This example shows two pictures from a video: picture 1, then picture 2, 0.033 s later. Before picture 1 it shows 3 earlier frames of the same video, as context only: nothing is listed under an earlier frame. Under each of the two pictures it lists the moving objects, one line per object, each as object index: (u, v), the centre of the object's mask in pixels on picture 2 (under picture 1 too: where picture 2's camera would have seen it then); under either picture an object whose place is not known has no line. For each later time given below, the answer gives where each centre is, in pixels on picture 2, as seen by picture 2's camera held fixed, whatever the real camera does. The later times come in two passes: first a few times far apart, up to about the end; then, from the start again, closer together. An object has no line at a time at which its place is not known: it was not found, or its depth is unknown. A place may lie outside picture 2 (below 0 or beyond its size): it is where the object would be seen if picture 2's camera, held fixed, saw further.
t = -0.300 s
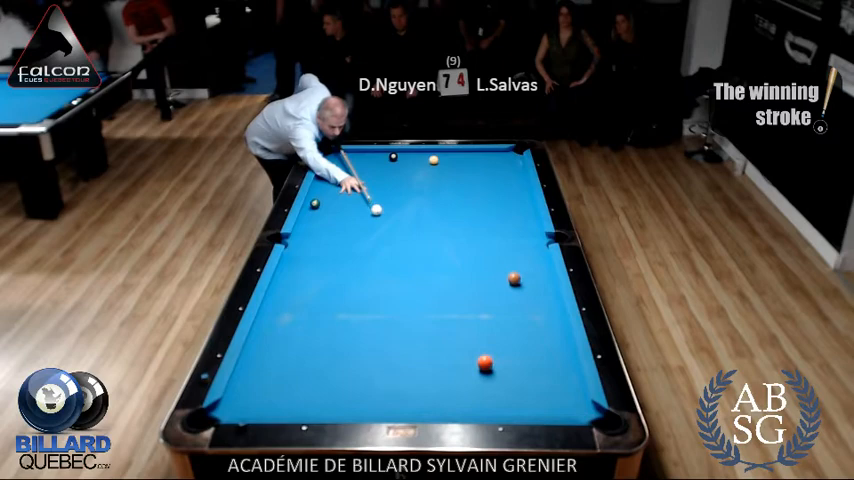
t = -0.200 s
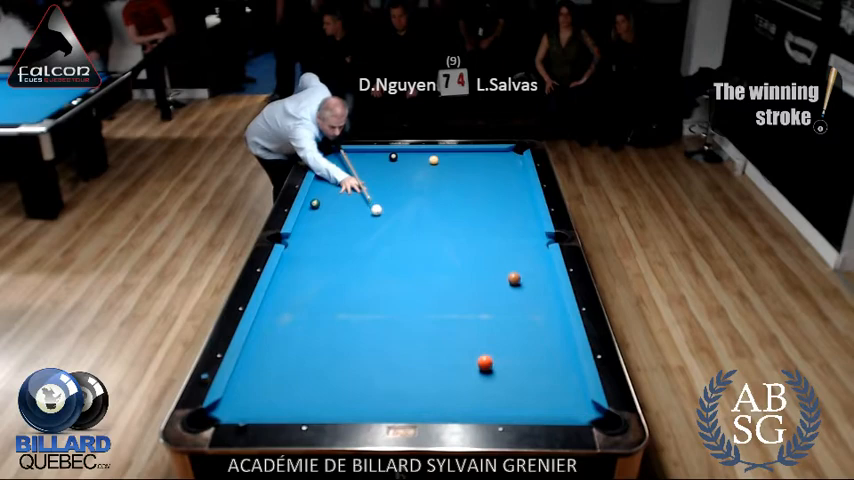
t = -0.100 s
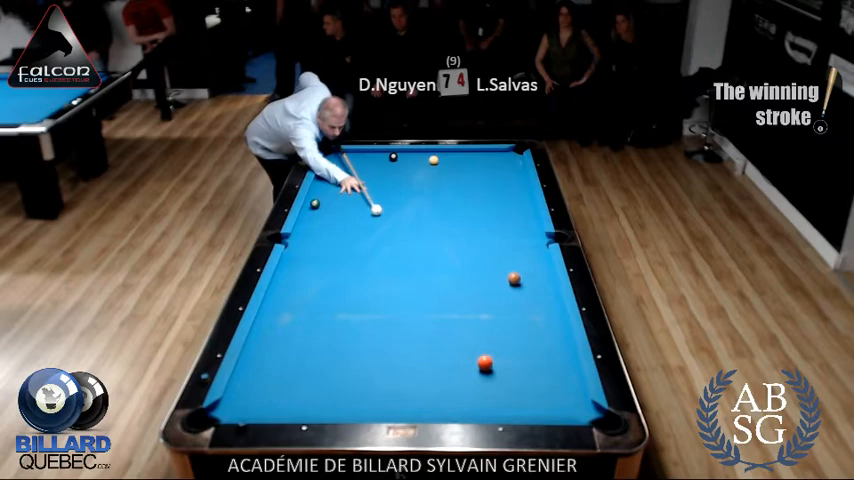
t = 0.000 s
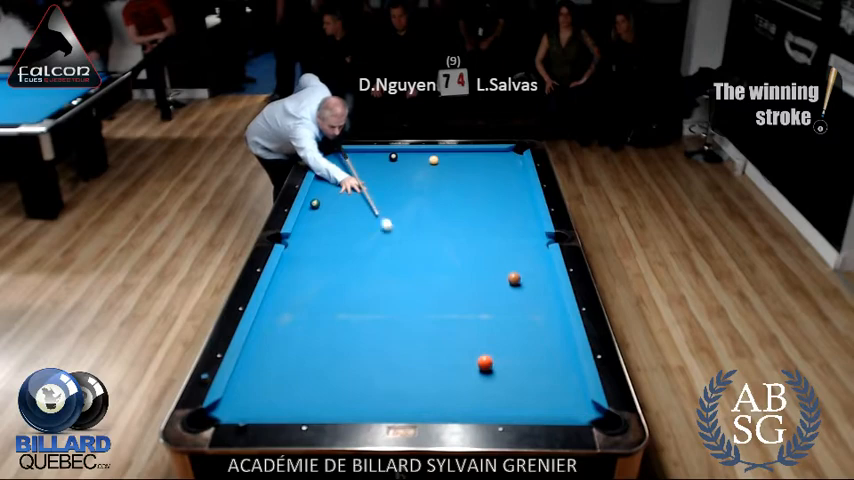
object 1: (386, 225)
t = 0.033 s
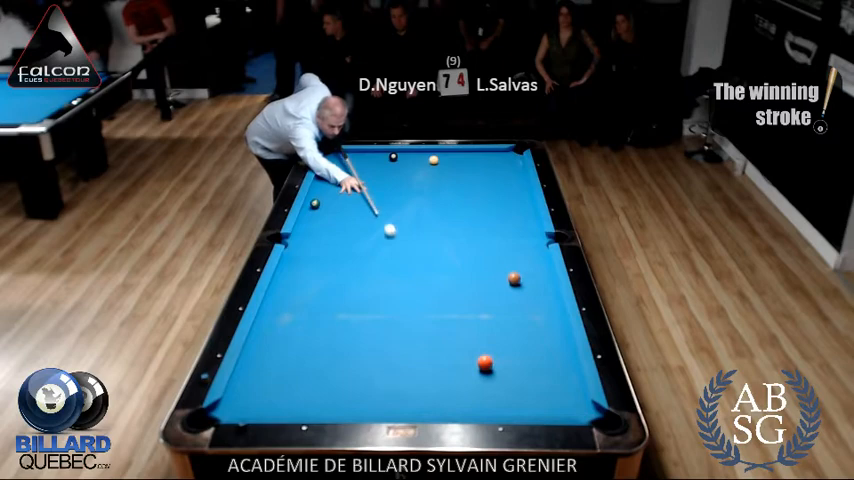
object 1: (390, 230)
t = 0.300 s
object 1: (415, 270)
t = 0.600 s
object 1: (448, 319)
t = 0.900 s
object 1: (464, 370)
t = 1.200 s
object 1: (447, 408)
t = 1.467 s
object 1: (436, 389)
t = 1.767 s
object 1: (425, 368)
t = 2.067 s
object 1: (415, 349)
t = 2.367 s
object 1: (407, 333)
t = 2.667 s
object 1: (400, 319)
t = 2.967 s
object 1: (394, 307)
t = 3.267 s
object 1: (389, 296)
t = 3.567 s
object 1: (384, 288)
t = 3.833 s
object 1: (381, 281)
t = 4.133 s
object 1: (377, 273)
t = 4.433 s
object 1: (374, 267)
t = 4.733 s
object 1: (372, 262)
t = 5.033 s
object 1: (370, 257)
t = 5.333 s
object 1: (369, 254)
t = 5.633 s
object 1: (368, 251)
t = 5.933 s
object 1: (367, 249)
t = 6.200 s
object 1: (367, 248)
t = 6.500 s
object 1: (367, 247)
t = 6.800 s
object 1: (367, 247)
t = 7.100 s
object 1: (367, 247)
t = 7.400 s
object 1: (367, 247)
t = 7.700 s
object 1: (367, 247)
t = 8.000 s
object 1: (367, 247)
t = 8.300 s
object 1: (367, 247)
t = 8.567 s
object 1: (367, 247)
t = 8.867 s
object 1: (367, 247)
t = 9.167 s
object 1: (367, 247)
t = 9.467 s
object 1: (367, 247)
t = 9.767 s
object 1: (367, 247)
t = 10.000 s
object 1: (367, 247)
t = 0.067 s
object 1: (393, 235)
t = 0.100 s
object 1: (396, 240)
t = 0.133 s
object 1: (400, 246)
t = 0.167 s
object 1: (403, 250)
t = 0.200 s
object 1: (406, 255)
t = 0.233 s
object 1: (409, 260)
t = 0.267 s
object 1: (412, 265)
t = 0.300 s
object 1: (415, 270)
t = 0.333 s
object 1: (418, 275)
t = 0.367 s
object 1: (422, 280)
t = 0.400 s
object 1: (425, 285)
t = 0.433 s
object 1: (429, 290)
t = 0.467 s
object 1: (432, 296)
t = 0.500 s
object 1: (436, 302)
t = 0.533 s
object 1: (440, 307)
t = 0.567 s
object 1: (444, 313)
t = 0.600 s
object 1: (448, 319)
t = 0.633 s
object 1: (452, 326)
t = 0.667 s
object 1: (456, 332)
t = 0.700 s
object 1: (460, 339)
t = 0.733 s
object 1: (465, 346)
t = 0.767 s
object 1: (469, 353)
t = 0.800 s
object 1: (470, 359)
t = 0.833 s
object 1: (468, 362)
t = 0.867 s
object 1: (465, 366)
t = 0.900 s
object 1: (464, 370)
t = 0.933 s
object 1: (461, 375)
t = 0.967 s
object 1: (460, 379)
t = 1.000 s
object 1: (458, 383)
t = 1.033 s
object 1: (456, 388)
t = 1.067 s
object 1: (455, 392)
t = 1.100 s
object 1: (453, 397)
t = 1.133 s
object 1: (451, 401)
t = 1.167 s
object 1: (449, 405)
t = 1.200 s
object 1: (447, 408)
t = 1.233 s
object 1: (445, 406)
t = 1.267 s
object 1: (444, 404)
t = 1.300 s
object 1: (442, 402)
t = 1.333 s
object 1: (441, 399)
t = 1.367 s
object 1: (439, 397)
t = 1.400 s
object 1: (438, 394)
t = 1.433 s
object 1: (437, 391)
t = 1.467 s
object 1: (436, 389)
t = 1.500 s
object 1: (434, 386)
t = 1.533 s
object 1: (433, 384)
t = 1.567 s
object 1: (432, 381)
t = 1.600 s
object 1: (431, 379)
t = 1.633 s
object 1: (429, 377)
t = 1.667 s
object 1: (429, 375)
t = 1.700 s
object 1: (427, 372)
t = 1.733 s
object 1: (426, 370)
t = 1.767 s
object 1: (425, 368)
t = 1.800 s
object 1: (424, 365)
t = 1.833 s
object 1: (423, 363)
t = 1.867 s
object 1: (422, 361)
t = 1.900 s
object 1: (421, 359)
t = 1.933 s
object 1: (419, 357)
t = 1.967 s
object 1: (418, 355)
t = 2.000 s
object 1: (418, 353)
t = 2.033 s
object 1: (416, 351)
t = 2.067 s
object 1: (415, 349)
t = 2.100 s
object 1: (415, 347)
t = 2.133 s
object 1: (414, 345)
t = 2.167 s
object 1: (413, 343)
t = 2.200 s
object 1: (412, 342)
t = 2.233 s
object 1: (411, 340)
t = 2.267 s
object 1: (410, 338)
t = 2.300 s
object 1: (409, 336)
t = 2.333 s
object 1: (408, 335)
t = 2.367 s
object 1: (407, 333)
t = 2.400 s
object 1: (406, 331)
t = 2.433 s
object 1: (406, 330)
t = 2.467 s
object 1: (405, 328)
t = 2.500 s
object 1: (404, 327)
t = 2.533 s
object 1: (403, 325)
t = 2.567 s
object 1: (402, 324)
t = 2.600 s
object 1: (402, 322)
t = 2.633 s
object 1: (401, 321)
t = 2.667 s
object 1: (400, 319)
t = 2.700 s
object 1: (399, 318)
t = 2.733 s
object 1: (399, 316)
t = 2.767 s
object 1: (398, 315)
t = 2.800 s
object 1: (397, 313)
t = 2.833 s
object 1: (397, 312)
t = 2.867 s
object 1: (396, 311)
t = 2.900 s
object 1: (395, 310)
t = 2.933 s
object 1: (395, 308)
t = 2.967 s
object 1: (394, 307)
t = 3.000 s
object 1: (394, 306)
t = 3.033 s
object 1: (393, 305)
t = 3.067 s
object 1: (392, 303)
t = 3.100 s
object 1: (392, 302)
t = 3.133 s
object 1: (391, 301)
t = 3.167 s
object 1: (390, 300)
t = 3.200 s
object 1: (390, 299)
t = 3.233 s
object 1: (389, 298)
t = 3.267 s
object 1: (389, 296)
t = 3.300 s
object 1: (388, 295)
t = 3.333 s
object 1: (388, 294)
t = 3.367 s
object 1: (387, 293)
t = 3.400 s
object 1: (387, 292)
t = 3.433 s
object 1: (386, 292)
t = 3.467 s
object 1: (386, 290)
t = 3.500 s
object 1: (385, 289)
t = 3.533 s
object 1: (385, 289)
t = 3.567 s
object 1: (384, 288)
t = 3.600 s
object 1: (384, 286)
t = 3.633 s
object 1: (383, 286)
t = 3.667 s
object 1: (383, 285)
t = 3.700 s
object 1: (383, 284)
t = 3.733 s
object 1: (382, 283)
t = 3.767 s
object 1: (382, 282)
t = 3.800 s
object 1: (381, 281)
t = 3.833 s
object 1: (381, 281)
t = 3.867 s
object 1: (381, 279)
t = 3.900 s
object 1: (380, 279)
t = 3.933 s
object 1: (379, 278)
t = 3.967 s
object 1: (379, 277)
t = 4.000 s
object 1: (379, 276)
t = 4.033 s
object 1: (378, 275)
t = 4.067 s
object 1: (378, 275)
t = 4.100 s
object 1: (378, 274)
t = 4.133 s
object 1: (377, 273)
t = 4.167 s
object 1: (377, 272)
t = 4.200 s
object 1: (377, 272)
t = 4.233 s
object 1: (376, 271)
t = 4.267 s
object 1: (376, 270)
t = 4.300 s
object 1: (376, 270)
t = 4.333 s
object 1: (376, 269)
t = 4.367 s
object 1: (375, 268)
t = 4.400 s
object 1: (375, 268)
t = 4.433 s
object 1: (374, 267)
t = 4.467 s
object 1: (374, 266)
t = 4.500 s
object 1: (374, 266)
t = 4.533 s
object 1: (374, 265)
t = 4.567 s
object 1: (374, 265)
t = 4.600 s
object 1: (373, 264)
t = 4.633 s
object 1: (373, 264)
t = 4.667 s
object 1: (373, 263)
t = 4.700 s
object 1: (373, 262)
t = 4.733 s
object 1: (372, 262)
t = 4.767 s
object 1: (372, 261)
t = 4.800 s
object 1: (372, 261)
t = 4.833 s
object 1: (372, 260)
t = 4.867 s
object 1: (371, 260)
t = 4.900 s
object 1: (371, 259)
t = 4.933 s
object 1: (371, 259)
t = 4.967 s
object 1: (371, 258)
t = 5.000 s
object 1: (370, 258)
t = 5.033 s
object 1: (370, 257)
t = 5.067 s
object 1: (370, 257)
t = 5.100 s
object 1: (370, 257)
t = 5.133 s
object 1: (370, 256)
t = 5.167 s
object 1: (370, 256)
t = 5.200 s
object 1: (370, 255)
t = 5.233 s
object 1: (369, 255)
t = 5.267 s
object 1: (369, 254)
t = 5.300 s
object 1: (369, 254)
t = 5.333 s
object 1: (369, 254)
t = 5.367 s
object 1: (369, 253)
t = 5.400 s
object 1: (368, 253)
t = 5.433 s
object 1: (368, 253)
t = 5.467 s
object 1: (368, 253)
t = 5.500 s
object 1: (368, 252)
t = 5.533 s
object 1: (368, 252)
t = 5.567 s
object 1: (368, 252)
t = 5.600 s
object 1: (368, 251)
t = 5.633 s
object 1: (368, 251)
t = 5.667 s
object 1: (368, 251)
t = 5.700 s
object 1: (368, 250)
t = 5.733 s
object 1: (368, 250)
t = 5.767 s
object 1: (368, 250)
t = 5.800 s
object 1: (368, 250)
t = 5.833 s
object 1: (368, 250)
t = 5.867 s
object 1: (368, 249)
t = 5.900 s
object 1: (368, 249)
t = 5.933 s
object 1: (367, 249)
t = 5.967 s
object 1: (367, 249)
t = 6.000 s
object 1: (367, 249)
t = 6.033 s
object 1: (367, 249)
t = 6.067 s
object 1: (367, 248)
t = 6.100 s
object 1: (367, 248)
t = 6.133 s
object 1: (367, 248)
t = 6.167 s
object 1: (367, 248)
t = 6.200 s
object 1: (367, 248)
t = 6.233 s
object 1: (367, 248)
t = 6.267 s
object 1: (367, 248)
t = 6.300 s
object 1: (367, 247)
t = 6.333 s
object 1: (367, 247)
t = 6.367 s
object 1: (367, 247)
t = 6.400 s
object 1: (367, 247)
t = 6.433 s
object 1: (367, 247)
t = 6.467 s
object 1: (367, 247)
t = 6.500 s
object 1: (367, 247)
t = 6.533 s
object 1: (367, 247)
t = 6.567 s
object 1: (367, 247)
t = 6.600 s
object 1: (367, 247)
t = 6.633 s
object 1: (367, 247)
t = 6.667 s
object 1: (367, 247)
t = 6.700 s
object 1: (367, 247)
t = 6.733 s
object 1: (367, 247)
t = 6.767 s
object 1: (367, 247)
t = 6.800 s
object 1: (367, 247)
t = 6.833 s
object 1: (367, 247)
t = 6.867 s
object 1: (367, 247)
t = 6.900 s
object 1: (367, 247)
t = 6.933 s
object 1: (367, 247)
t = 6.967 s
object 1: (367, 247)
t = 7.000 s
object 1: (367, 247)
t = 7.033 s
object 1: (367, 247)
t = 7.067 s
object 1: (367, 247)
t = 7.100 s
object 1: (367, 247)
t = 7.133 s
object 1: (367, 247)
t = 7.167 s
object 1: (367, 247)
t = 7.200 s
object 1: (367, 247)
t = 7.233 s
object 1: (367, 247)
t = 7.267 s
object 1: (367, 247)
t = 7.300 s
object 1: (367, 247)
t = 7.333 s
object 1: (367, 247)
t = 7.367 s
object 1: (367, 247)
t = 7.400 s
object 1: (367, 247)
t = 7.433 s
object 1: (367, 247)
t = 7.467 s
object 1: (367, 247)
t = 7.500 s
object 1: (367, 247)
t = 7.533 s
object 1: (367, 247)
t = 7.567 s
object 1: (367, 247)
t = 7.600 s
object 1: (367, 247)
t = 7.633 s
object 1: (367, 247)
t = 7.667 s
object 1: (367, 247)
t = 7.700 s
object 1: (367, 247)
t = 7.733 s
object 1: (367, 247)
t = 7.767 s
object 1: (367, 247)
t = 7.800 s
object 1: (367, 247)
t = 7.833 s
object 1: (367, 247)
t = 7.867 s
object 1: (367, 247)
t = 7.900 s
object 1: (367, 247)
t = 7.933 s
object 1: (367, 247)
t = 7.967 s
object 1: (367, 247)
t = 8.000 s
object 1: (367, 247)
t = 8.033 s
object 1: (367, 247)
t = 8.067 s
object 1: (367, 247)
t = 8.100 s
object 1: (367, 247)
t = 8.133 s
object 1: (367, 247)
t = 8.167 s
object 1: (367, 247)
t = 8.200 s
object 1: (367, 247)
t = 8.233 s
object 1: (367, 247)
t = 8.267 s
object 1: (367, 247)
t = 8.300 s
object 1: (367, 247)
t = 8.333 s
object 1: (367, 247)
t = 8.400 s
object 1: (367, 247)
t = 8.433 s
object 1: (367, 247)
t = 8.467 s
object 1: (367, 247)
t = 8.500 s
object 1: (367, 247)
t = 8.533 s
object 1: (367, 247)
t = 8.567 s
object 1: (367, 247)
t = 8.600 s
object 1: (367, 247)
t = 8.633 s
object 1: (367, 247)
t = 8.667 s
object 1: (367, 247)
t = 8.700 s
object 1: (367, 247)
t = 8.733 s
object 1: (367, 247)
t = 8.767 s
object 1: (367, 247)
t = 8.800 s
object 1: (367, 247)
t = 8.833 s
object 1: (367, 247)
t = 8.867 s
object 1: (367, 247)
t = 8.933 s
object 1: (367, 247)
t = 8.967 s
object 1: (367, 247)
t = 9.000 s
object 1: (367, 247)
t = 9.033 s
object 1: (367, 247)
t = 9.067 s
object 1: (367, 247)
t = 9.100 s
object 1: (367, 247)
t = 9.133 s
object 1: (367, 247)
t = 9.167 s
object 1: (367, 247)
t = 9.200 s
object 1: (367, 247)
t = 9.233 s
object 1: (367, 247)
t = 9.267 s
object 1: (367, 247)
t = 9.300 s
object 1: (367, 247)
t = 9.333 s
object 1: (367, 247)
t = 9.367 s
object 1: (367, 247)
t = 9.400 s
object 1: (367, 247)
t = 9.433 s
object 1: (367, 247)
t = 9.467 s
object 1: (367, 247)
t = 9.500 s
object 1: (367, 247)
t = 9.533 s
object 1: (367, 247)
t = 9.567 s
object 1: (367, 247)
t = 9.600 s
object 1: (367, 247)
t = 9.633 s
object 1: (367, 247)
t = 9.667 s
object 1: (367, 247)
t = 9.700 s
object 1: (367, 247)
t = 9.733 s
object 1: (367, 247)
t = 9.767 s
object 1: (367, 247)
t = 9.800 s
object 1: (367, 247)
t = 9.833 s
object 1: (367, 247)
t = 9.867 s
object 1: (367, 247)
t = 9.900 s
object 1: (367, 247)
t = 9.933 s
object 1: (367, 247)
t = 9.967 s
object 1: (367, 247)
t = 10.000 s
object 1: (367, 247)
